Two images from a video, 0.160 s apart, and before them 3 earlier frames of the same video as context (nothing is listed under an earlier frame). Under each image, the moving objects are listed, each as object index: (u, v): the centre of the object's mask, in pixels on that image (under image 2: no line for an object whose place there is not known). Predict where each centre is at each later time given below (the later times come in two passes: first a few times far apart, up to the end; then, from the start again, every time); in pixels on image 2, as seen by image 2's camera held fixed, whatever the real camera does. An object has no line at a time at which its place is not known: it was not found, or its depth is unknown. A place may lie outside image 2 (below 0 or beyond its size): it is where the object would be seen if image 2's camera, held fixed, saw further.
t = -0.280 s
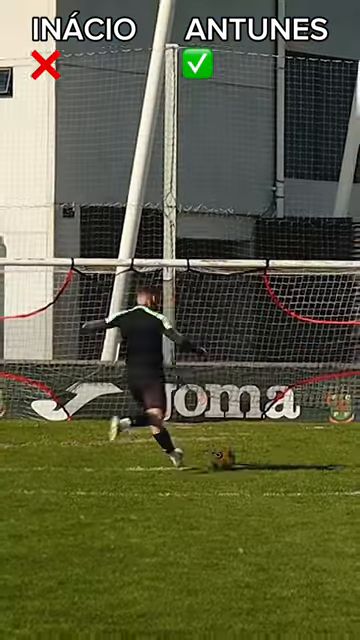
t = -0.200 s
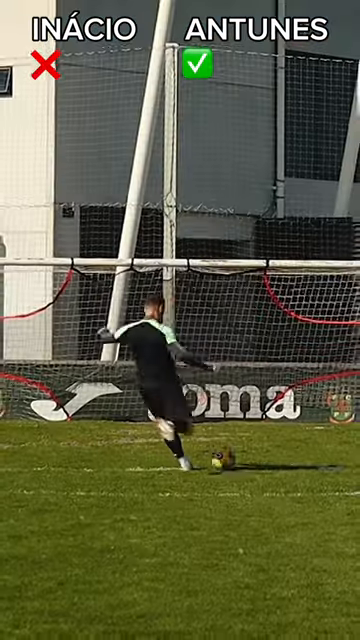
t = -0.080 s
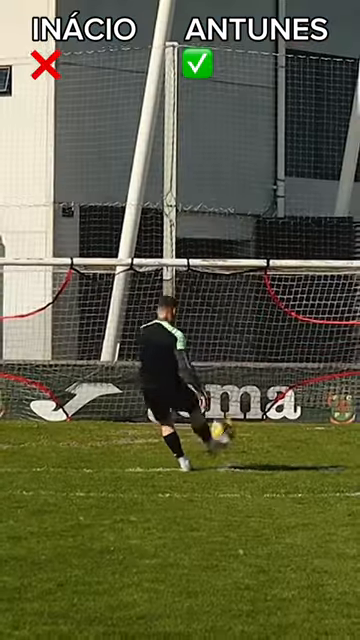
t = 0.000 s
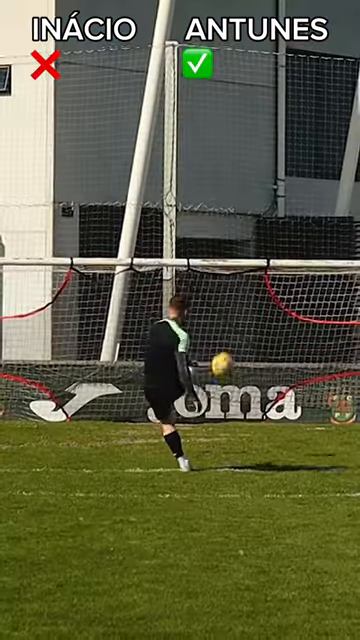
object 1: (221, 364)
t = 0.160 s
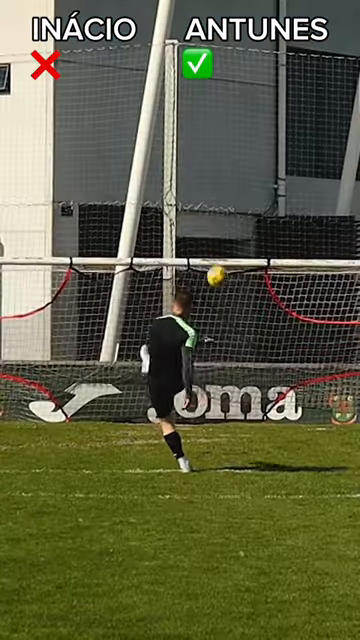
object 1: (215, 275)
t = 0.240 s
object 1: (211, 240)
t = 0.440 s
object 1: (191, 184)
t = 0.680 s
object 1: (160, 163)
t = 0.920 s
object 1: (126, 178)
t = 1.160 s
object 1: (91, 219)
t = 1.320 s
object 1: (78, 252)
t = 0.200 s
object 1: (213, 253)
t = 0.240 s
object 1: (211, 240)
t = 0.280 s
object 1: (207, 222)
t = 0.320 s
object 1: (203, 211)
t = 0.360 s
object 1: (199, 202)
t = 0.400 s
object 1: (194, 191)
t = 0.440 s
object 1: (191, 184)
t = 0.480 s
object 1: (185, 176)
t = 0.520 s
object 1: (182, 171)
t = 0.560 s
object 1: (177, 169)
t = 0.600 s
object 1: (171, 166)
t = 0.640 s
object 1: (166, 164)
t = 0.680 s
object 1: (160, 163)
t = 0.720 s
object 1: (155, 163)
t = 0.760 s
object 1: (152, 163)
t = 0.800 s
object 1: (144, 167)
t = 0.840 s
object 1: (139, 169)
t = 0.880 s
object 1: (132, 174)
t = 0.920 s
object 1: (126, 178)
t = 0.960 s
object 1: (121, 182)
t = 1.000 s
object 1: (113, 189)
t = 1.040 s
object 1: (109, 196)
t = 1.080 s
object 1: (105, 201)
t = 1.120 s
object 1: (96, 211)
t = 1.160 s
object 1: (91, 219)
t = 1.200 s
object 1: (83, 229)
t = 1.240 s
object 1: (78, 237)
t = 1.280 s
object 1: (75, 244)
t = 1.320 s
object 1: (78, 252)
